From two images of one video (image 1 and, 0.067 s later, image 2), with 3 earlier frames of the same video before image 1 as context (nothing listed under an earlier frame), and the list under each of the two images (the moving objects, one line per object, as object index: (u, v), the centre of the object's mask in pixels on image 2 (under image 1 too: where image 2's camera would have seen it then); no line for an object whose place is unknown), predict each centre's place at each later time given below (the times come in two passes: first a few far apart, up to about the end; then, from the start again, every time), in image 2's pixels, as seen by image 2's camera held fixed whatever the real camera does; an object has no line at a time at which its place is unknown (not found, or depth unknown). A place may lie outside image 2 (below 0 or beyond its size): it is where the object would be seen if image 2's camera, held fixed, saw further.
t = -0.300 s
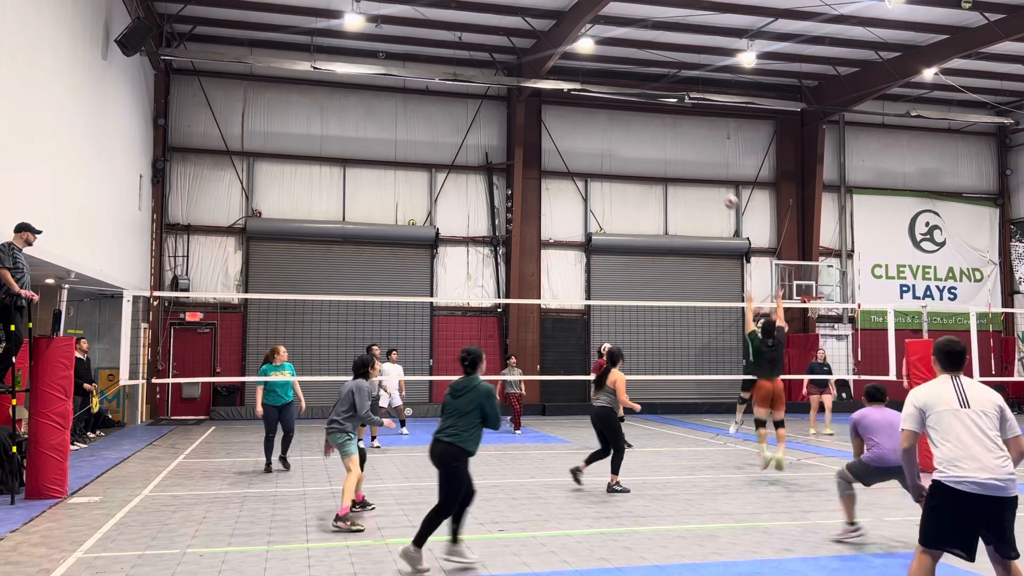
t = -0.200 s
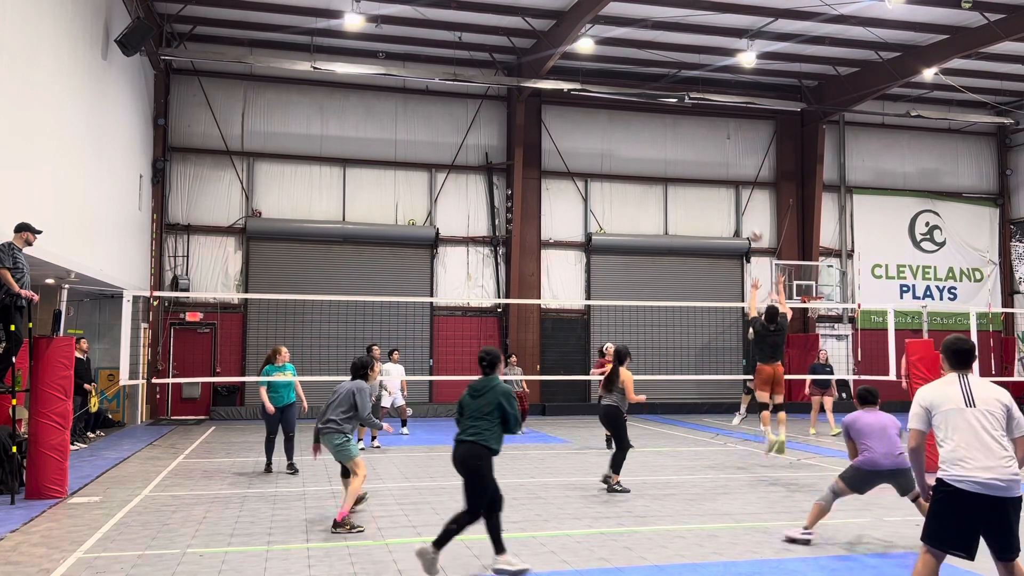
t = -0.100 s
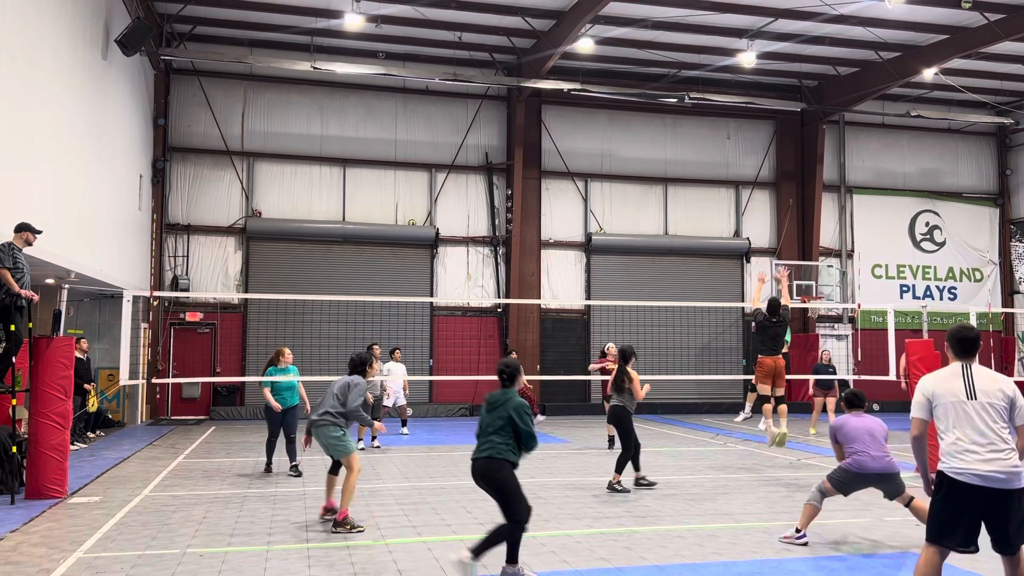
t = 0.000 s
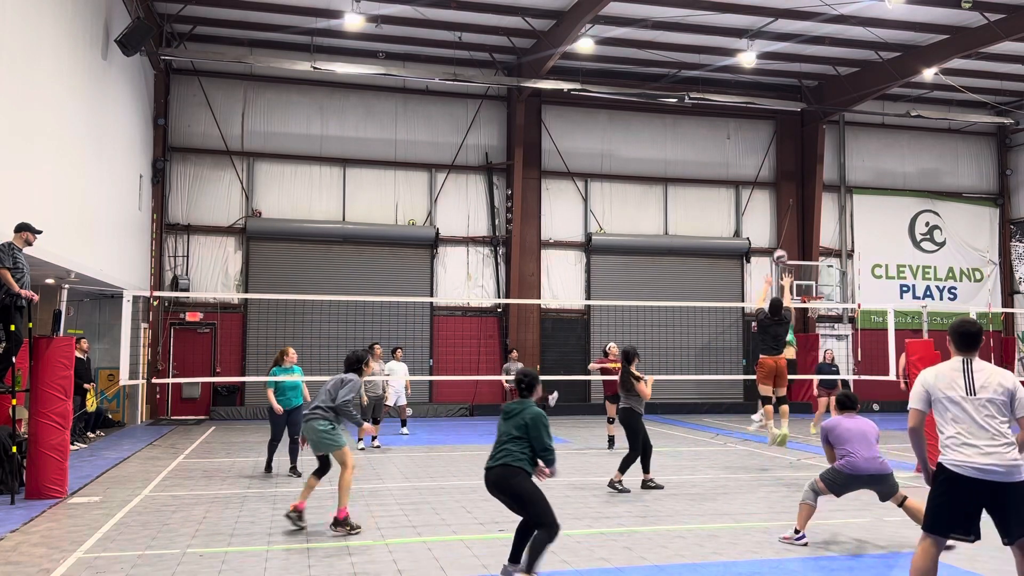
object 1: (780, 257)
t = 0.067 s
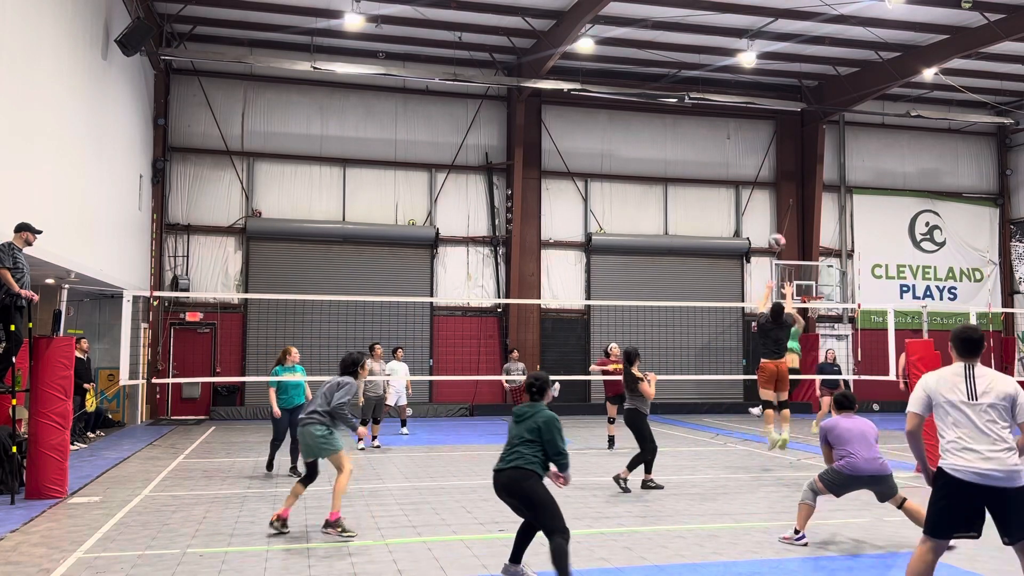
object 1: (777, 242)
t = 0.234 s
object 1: (765, 213)
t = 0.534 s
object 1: (734, 231)
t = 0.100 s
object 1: (775, 235)
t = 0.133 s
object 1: (773, 229)
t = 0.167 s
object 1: (770, 223)
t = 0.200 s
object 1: (768, 218)
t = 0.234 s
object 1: (765, 213)
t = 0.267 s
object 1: (763, 209)
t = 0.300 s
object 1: (757, 205)
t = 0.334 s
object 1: (755, 204)
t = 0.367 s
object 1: (752, 204)
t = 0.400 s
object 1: (749, 206)
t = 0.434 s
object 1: (745, 210)
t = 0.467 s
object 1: (741, 214)
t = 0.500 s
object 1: (738, 222)
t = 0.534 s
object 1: (734, 231)
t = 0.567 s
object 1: (729, 243)
